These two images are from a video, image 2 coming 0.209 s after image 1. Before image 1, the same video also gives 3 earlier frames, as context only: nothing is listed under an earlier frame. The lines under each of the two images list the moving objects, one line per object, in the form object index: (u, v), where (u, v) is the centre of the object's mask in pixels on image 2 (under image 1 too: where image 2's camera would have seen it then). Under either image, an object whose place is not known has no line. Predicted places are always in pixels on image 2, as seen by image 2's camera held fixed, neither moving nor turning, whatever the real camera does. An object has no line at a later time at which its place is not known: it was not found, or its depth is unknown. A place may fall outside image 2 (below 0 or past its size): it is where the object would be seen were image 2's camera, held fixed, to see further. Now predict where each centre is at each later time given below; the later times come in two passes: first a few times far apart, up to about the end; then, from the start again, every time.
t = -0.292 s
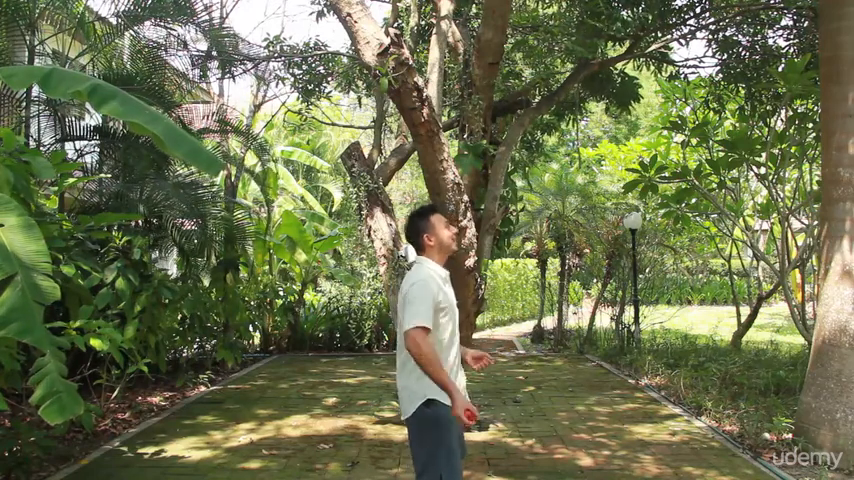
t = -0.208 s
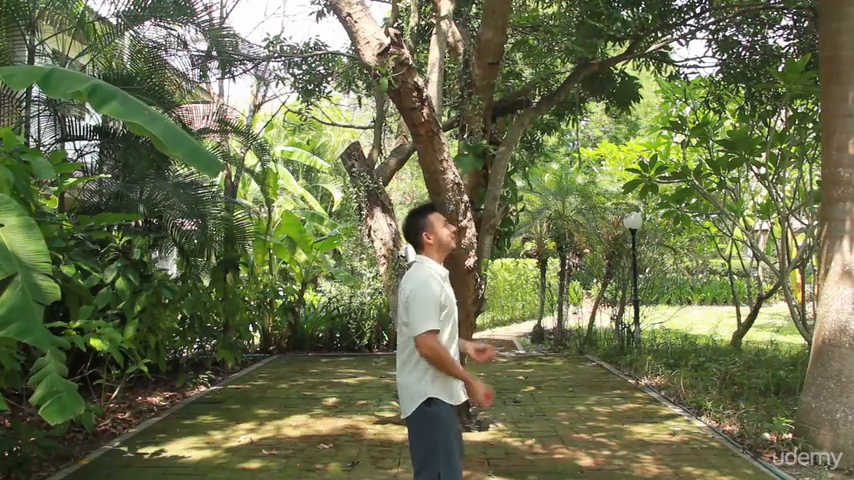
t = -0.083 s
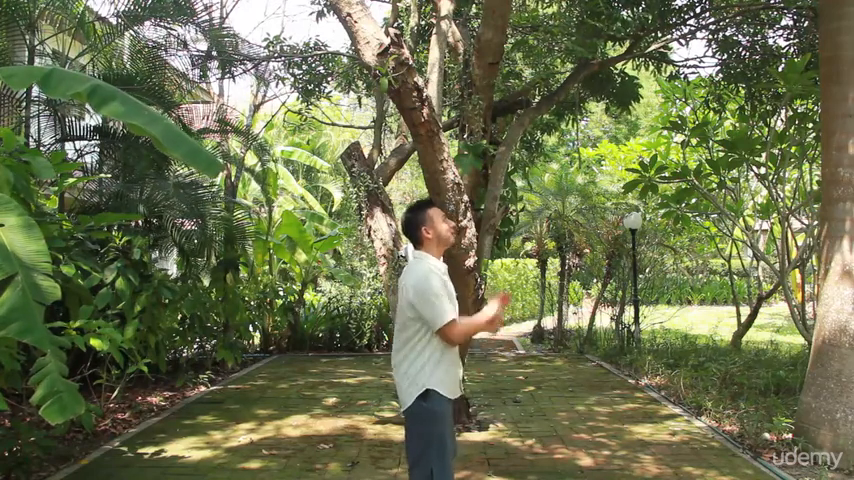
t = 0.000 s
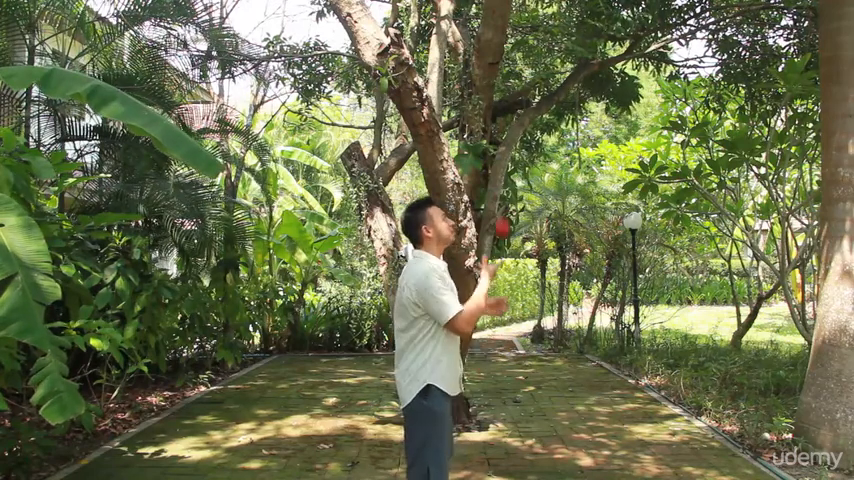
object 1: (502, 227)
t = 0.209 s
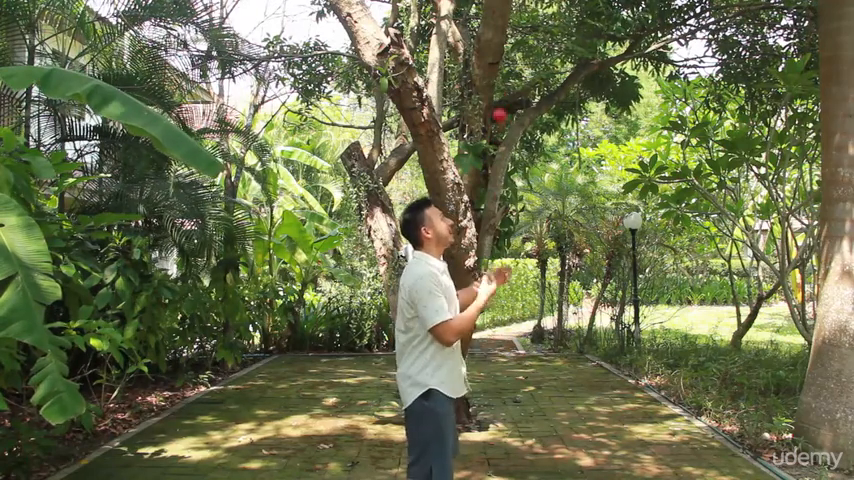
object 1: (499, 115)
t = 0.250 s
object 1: (499, 104)
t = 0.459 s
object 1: (497, 98)
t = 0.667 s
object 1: (496, 176)
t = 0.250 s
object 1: (499, 104)
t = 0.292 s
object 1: (498, 96)
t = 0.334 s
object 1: (498, 91)
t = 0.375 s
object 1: (498, 90)
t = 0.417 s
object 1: (498, 92)
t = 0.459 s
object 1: (497, 98)
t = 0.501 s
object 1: (497, 106)
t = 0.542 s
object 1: (497, 119)
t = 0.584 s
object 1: (496, 136)
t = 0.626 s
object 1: (496, 153)
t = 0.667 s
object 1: (496, 176)
